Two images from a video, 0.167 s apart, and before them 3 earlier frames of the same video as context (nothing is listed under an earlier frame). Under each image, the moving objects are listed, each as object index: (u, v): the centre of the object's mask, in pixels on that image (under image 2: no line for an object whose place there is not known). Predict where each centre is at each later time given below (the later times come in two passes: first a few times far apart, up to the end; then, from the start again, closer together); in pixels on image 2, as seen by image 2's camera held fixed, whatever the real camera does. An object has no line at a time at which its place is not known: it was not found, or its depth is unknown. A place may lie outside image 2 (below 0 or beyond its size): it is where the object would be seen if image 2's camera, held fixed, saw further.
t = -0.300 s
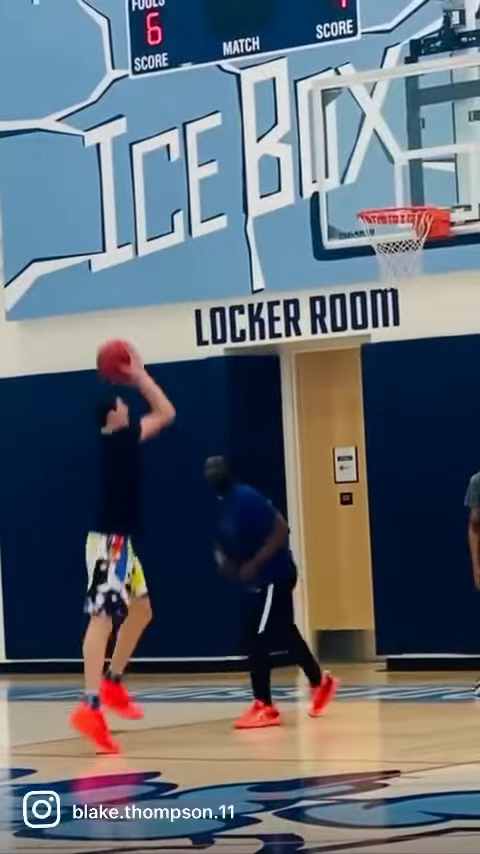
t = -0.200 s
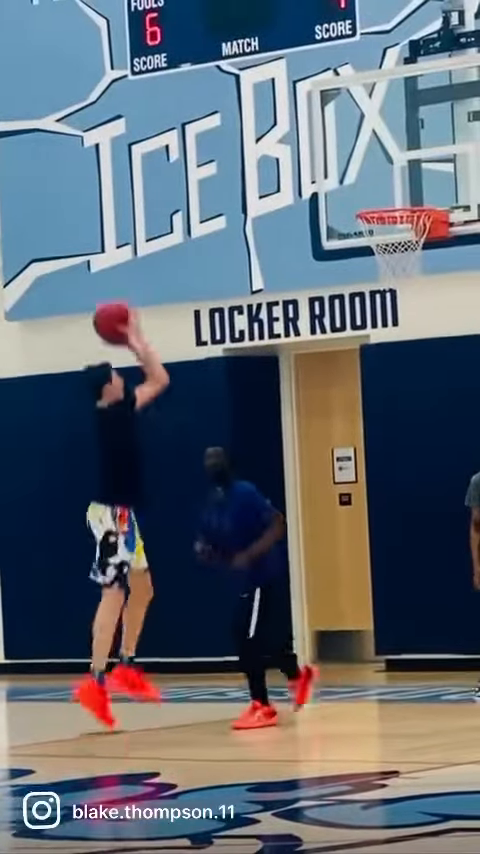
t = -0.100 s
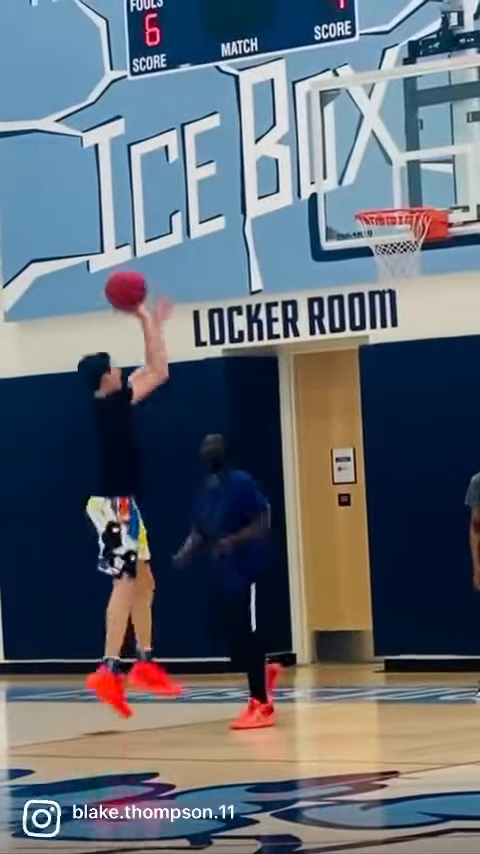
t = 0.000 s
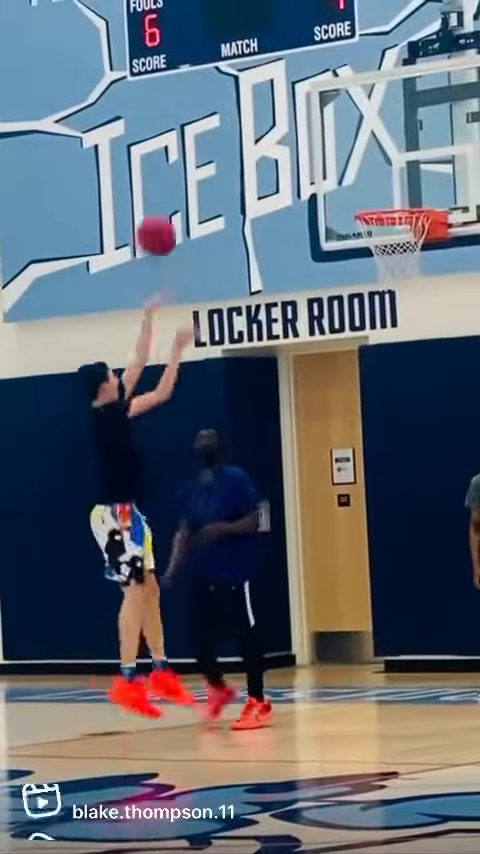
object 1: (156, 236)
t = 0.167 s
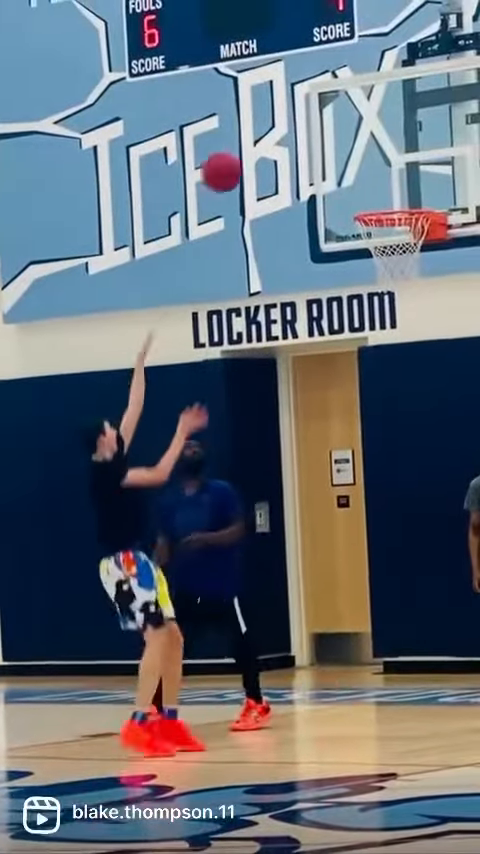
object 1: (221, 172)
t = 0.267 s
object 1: (261, 154)
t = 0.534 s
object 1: (368, 189)
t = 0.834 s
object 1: (441, 285)
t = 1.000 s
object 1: (459, 368)
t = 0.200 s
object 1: (234, 164)
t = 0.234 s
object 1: (247, 158)
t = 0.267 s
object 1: (261, 154)
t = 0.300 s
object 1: (274, 152)
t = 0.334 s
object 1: (287, 152)
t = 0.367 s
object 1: (301, 153)
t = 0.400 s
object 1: (314, 157)
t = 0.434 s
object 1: (328, 163)
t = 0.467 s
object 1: (342, 170)
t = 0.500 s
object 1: (355, 178)
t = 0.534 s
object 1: (368, 189)
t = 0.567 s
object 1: (382, 198)
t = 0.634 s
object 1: (406, 239)
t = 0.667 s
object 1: (421, 247)
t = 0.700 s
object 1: (428, 259)
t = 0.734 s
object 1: (432, 263)
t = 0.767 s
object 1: (435, 266)
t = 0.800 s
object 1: (438, 274)
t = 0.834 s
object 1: (441, 285)
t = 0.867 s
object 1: (444, 298)
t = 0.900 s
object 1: (448, 313)
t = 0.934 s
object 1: (451, 330)
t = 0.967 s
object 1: (456, 349)
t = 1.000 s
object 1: (459, 368)
